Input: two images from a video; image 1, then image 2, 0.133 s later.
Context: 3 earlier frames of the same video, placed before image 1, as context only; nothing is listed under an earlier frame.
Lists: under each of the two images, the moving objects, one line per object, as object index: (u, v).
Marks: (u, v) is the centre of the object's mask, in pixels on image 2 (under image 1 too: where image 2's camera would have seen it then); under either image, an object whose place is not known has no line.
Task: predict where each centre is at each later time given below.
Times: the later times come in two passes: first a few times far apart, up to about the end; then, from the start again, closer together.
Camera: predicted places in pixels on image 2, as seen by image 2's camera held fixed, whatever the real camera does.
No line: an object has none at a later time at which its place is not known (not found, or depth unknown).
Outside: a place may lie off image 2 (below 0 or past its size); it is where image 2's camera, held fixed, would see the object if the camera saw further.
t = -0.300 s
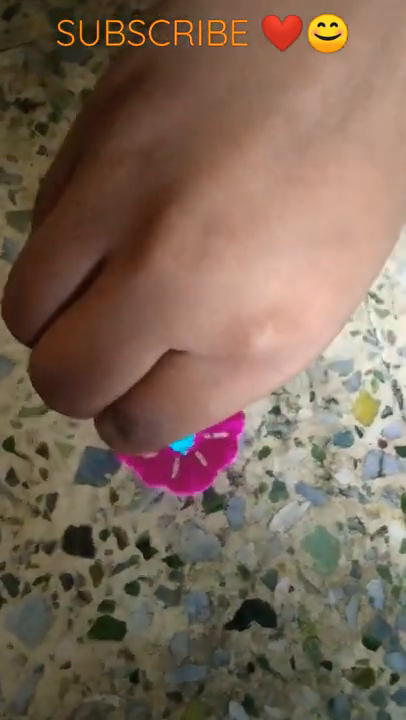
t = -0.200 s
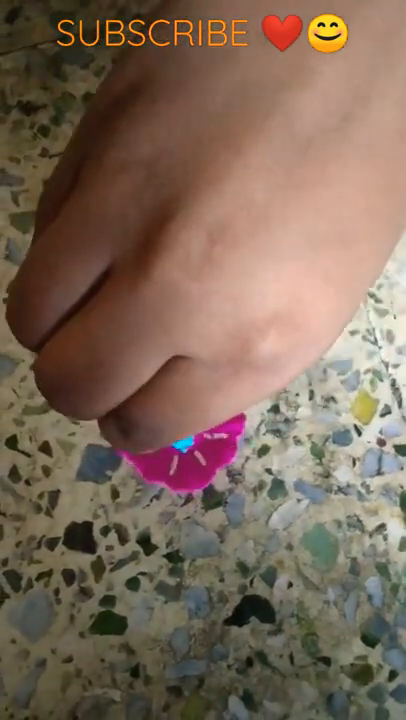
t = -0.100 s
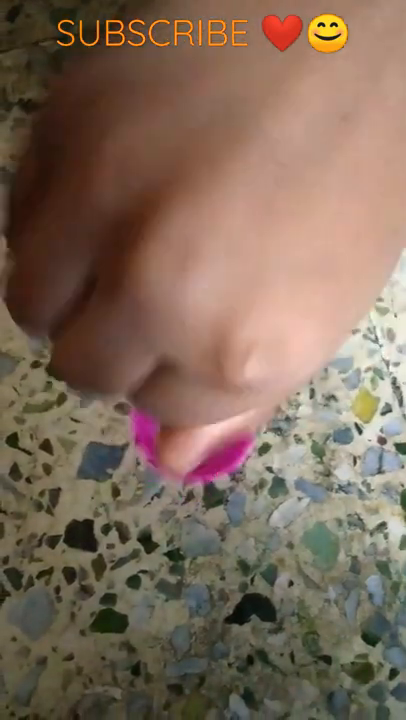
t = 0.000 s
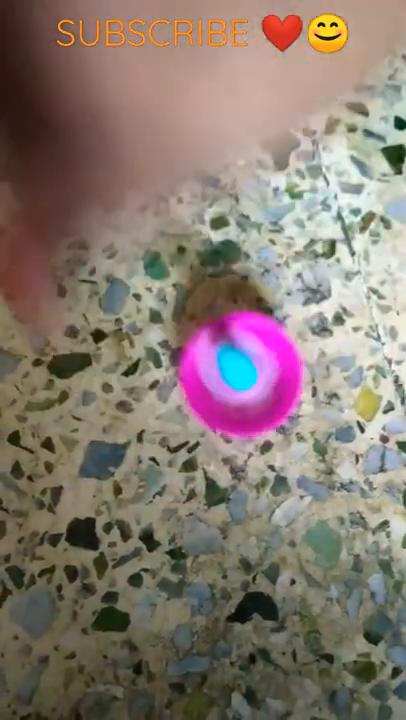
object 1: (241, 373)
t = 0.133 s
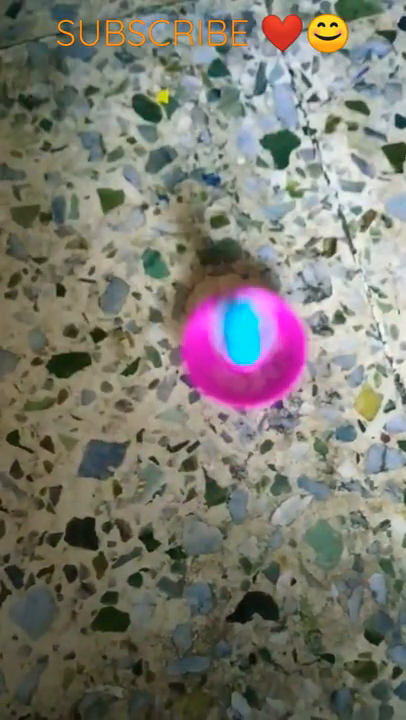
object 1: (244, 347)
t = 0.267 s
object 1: (239, 349)
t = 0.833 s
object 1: (218, 339)
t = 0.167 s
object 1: (244, 346)
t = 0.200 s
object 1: (242, 346)
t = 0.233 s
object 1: (240, 348)
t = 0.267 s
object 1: (239, 349)
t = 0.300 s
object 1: (237, 351)
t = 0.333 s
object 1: (236, 352)
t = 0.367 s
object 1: (234, 353)
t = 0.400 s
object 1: (232, 353)
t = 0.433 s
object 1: (231, 354)
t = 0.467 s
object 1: (230, 354)
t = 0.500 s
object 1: (229, 353)
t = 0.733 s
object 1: (220, 346)
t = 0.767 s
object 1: (219, 342)
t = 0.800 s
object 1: (219, 341)
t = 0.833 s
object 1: (218, 339)
